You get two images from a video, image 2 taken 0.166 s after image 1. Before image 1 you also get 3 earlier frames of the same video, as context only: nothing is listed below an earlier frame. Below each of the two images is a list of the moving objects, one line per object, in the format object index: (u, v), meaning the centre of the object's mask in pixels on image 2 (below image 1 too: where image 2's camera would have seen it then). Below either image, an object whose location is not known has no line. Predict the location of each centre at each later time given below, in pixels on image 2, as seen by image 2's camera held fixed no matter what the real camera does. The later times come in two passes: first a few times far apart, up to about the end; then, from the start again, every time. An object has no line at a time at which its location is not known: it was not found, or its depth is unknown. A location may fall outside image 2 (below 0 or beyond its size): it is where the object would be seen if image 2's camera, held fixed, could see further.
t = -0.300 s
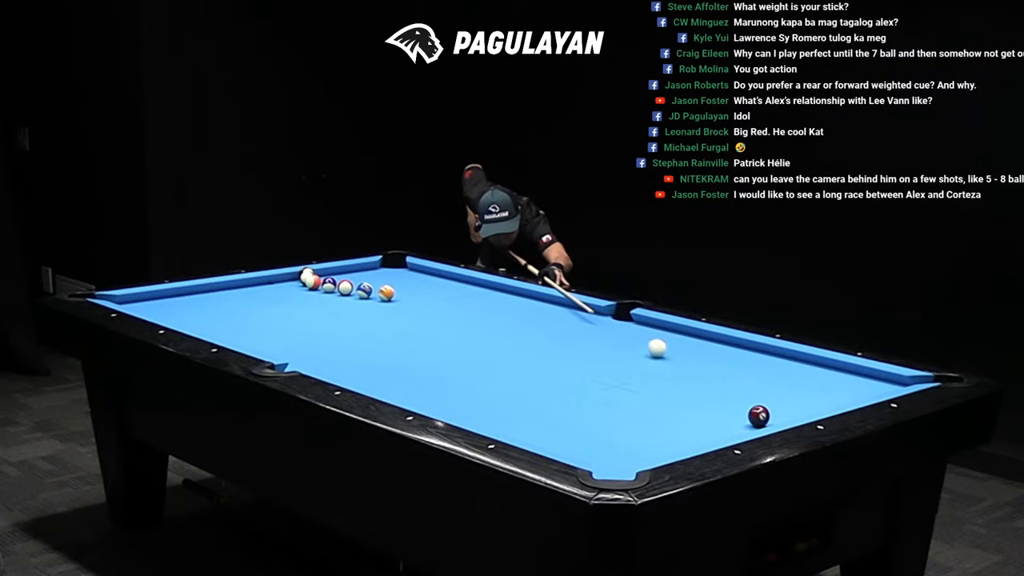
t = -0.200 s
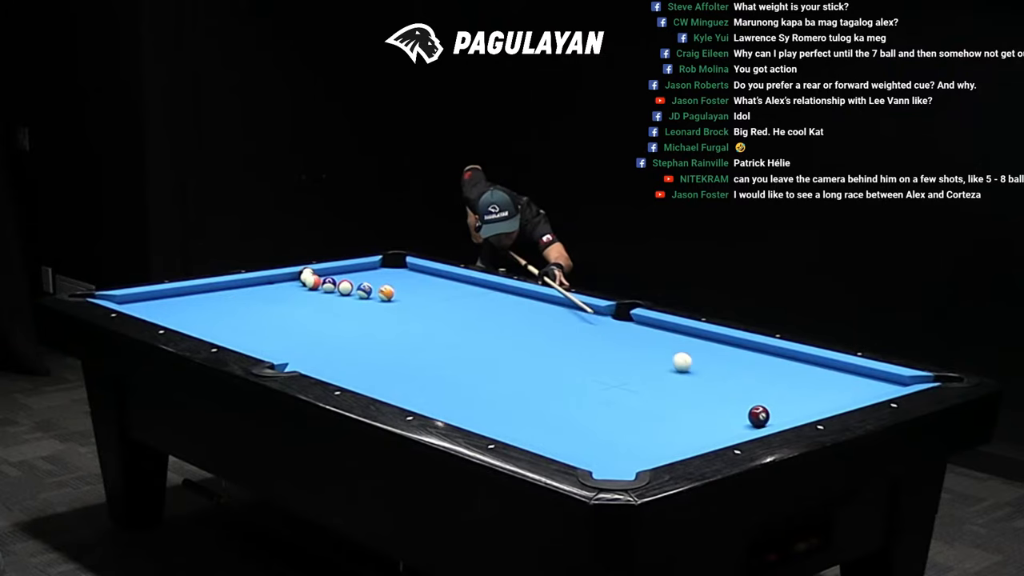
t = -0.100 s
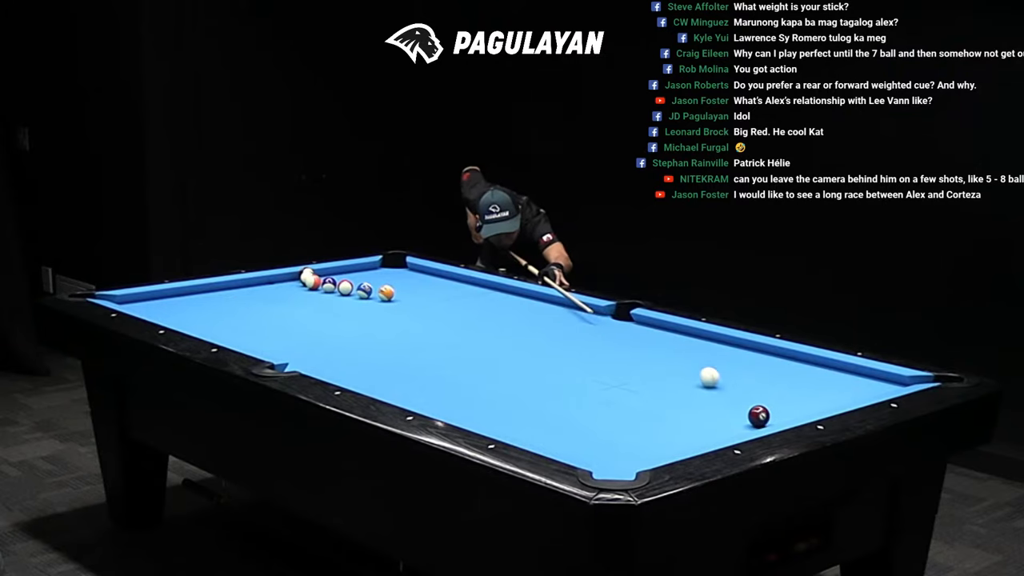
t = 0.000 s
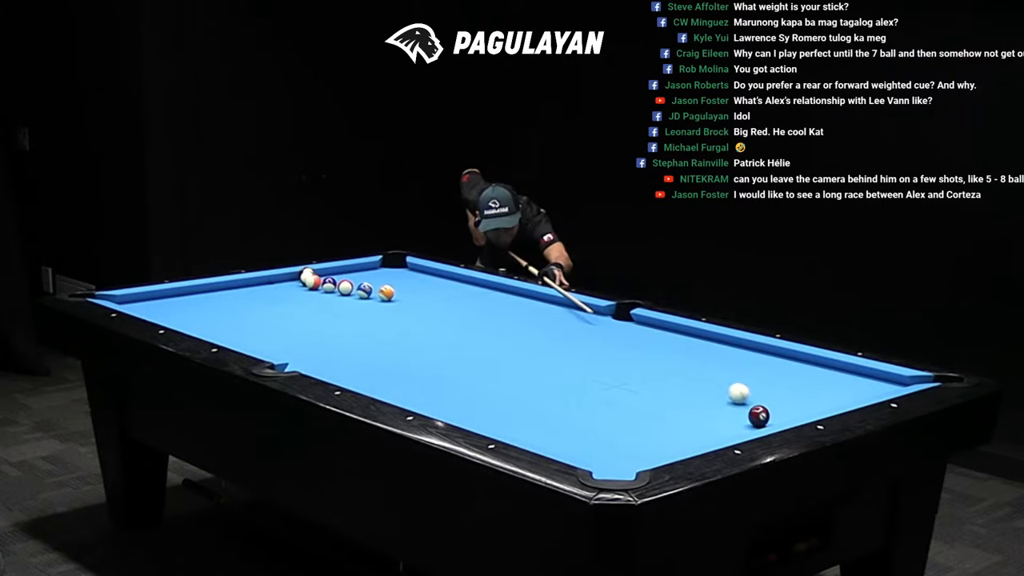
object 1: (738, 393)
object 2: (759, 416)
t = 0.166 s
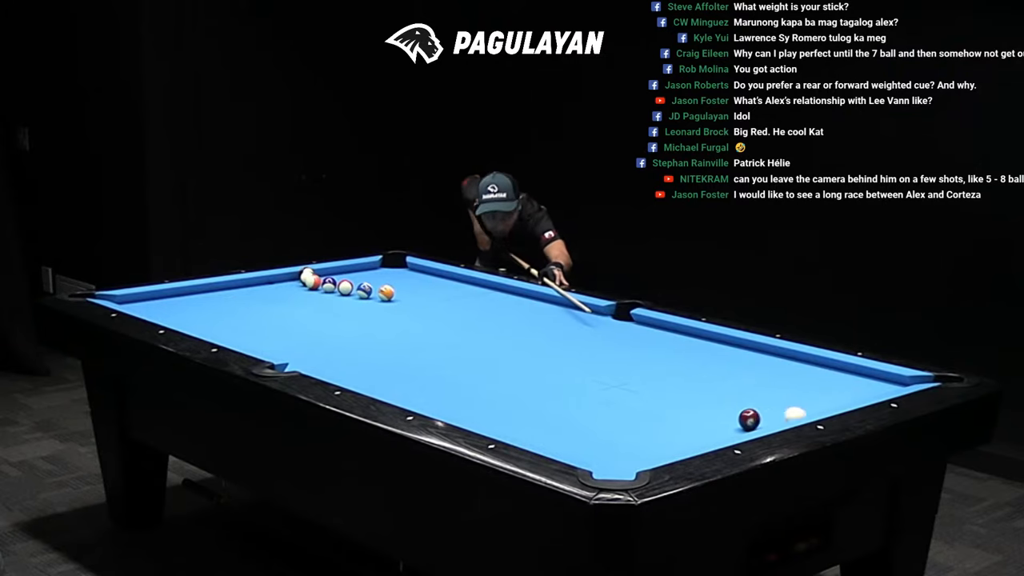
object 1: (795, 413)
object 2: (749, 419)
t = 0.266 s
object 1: (762, 409)
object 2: (737, 424)
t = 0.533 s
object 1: (693, 392)
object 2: (704, 434)
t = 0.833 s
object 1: (624, 376)
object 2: (667, 447)
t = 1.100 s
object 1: (569, 362)
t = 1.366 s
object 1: (519, 350)
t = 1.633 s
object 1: (473, 339)
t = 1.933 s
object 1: (426, 327)
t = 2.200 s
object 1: (388, 318)
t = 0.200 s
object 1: (783, 412)
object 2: (745, 421)
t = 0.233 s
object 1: (772, 411)
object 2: (740, 422)
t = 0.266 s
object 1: (762, 409)
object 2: (737, 424)
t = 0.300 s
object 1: (753, 406)
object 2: (733, 425)
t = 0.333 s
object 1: (744, 404)
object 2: (729, 426)
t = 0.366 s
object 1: (735, 402)
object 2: (725, 428)
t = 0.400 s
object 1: (726, 400)
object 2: (721, 429)
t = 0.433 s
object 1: (718, 398)
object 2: (717, 431)
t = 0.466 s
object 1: (709, 396)
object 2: (713, 432)
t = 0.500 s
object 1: (701, 394)
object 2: (709, 433)
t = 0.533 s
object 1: (693, 392)
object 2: (704, 434)
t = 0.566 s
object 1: (685, 391)
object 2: (700, 436)
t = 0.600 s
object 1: (677, 388)
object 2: (696, 437)
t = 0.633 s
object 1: (669, 387)
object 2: (692, 439)
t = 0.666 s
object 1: (661, 385)
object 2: (688, 440)
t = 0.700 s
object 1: (653, 383)
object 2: (684, 441)
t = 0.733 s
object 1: (646, 381)
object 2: (680, 443)
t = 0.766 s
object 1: (638, 379)
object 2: (676, 444)
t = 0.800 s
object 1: (631, 378)
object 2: (671, 445)
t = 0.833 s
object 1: (624, 376)
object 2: (667, 447)
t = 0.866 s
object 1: (617, 374)
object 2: (663, 448)
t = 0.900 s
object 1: (610, 372)
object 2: (659, 449)
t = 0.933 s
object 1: (603, 371)
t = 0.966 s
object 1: (596, 369)
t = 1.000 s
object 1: (589, 367)
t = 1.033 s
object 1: (582, 365)
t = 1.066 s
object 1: (575, 364)
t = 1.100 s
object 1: (569, 362)
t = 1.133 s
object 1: (562, 361)
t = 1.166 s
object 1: (556, 359)
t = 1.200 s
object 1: (550, 357)
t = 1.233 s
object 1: (543, 356)
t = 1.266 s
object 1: (537, 354)
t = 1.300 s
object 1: (531, 353)
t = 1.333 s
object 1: (525, 351)
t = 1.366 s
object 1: (519, 350)
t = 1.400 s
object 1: (513, 348)
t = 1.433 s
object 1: (507, 347)
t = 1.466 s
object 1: (501, 345)
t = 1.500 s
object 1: (495, 344)
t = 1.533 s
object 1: (489, 343)
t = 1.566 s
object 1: (484, 342)
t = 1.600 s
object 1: (478, 340)
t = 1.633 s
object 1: (473, 339)
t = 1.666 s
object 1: (467, 337)
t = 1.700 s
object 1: (462, 336)
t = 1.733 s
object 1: (456, 335)
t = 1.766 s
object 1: (451, 334)
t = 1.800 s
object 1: (446, 332)
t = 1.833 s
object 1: (441, 331)
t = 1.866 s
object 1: (436, 330)
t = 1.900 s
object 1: (431, 328)
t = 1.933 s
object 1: (426, 327)
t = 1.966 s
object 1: (421, 326)
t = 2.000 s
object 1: (416, 325)
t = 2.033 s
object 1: (411, 323)
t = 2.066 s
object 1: (406, 322)
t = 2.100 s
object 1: (402, 321)
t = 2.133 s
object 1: (397, 320)
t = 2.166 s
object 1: (392, 319)
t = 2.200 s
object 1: (388, 318)
